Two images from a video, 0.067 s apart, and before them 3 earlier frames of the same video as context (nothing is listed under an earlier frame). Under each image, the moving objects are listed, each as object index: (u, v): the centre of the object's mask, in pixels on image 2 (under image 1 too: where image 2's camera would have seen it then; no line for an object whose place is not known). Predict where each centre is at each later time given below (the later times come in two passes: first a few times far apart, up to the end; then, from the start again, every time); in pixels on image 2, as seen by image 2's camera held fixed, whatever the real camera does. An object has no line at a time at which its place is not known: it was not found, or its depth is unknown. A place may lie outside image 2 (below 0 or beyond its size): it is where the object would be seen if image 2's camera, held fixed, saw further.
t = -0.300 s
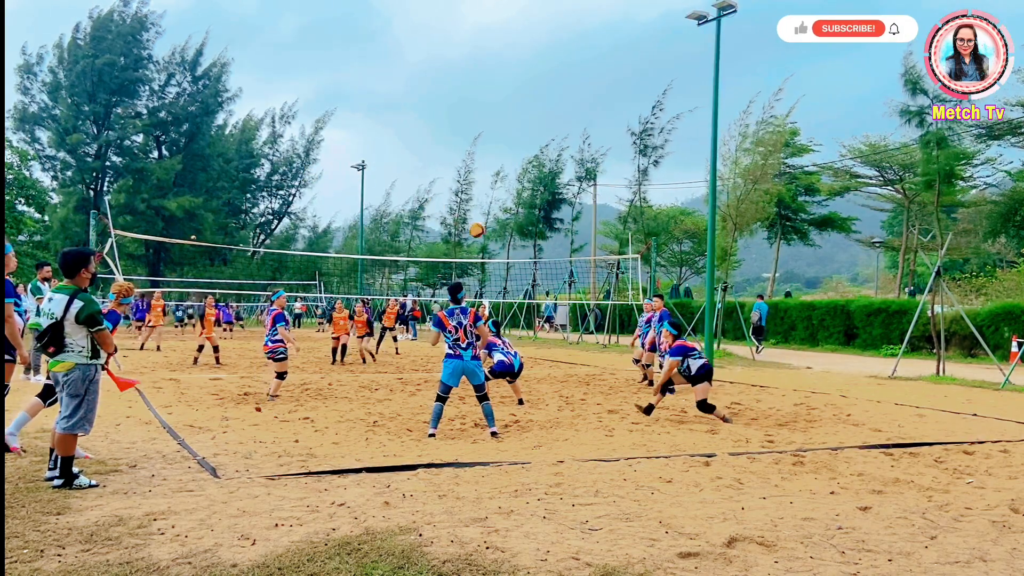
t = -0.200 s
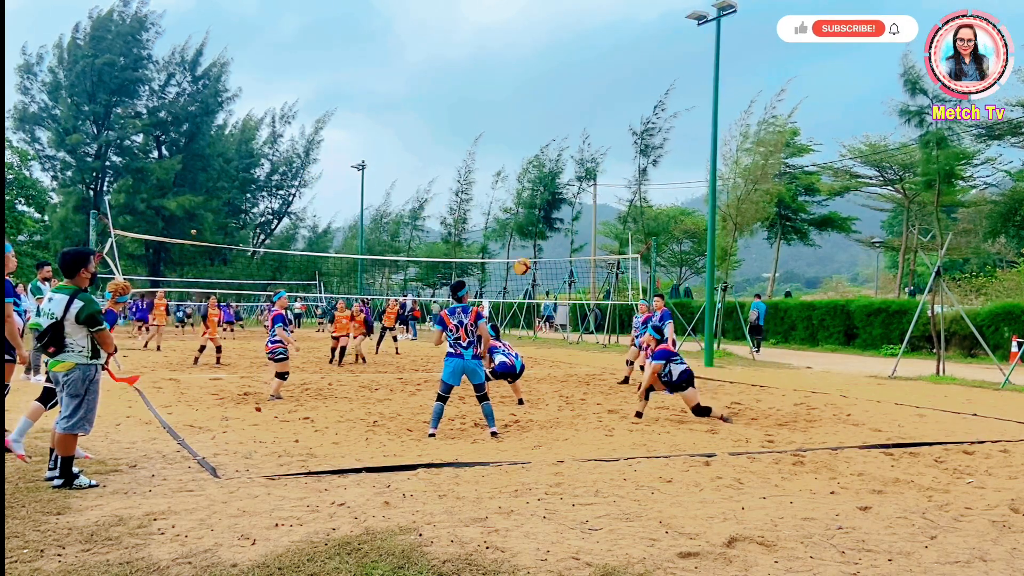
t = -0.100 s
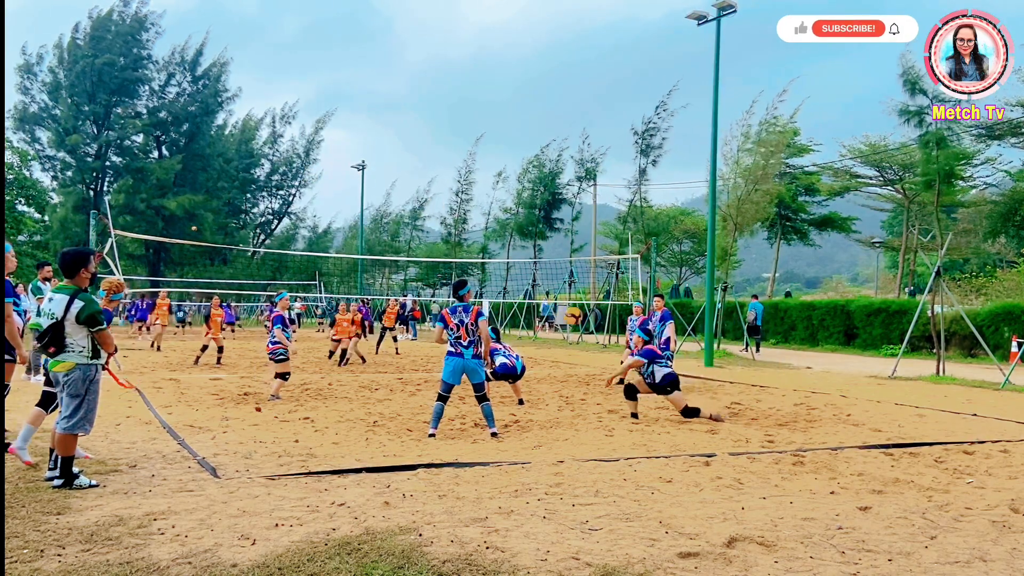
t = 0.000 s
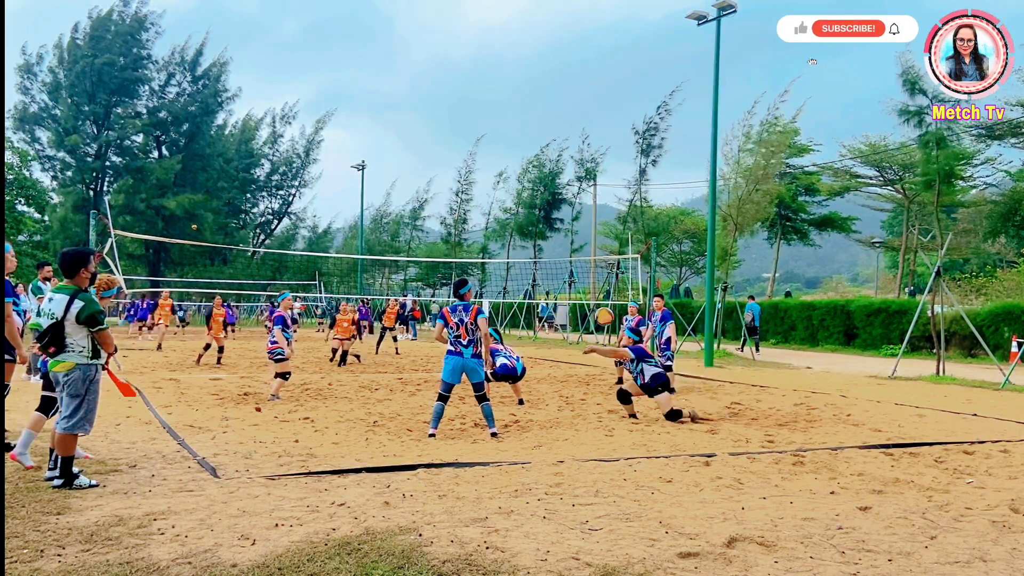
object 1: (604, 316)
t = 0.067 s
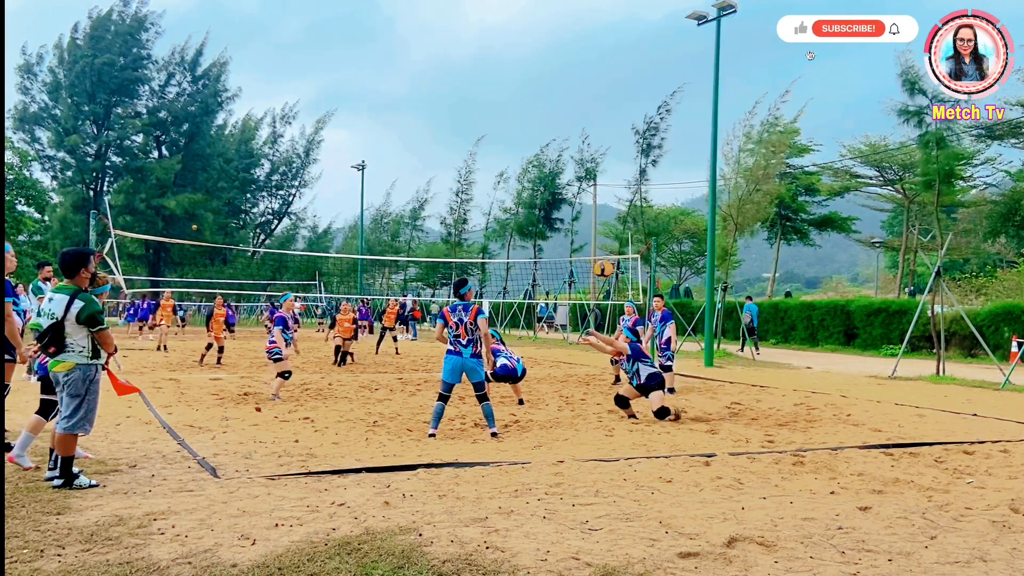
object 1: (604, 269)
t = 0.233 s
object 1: (604, 168)
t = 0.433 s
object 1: (607, 77)
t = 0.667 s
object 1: (613, 14)
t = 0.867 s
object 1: (618, 3)
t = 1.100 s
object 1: (624, 22)
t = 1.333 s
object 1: (629, 97)
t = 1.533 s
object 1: (632, 198)
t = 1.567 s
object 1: (632, 217)
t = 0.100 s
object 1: (603, 247)
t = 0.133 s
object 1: (603, 226)
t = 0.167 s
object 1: (603, 206)
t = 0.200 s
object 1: (603, 187)
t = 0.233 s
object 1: (604, 168)
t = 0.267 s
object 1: (604, 151)
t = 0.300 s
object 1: (605, 134)
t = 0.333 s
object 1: (605, 119)
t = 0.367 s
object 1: (606, 104)
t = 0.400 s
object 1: (607, 90)
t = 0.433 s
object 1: (607, 77)
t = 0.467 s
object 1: (608, 65)
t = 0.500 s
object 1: (609, 54)
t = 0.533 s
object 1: (610, 45)
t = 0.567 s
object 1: (611, 35)
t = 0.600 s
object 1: (612, 27)
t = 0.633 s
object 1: (612, 20)
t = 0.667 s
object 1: (613, 14)
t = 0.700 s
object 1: (614, 9)
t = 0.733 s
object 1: (615, 7)
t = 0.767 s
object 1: (616, 5)
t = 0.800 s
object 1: (617, 4)
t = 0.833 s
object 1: (617, 3)
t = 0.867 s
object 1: (618, 3)
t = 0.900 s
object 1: (619, 3)
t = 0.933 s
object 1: (620, 4)
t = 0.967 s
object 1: (621, 5)
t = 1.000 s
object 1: (622, 7)
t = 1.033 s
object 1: (623, 10)
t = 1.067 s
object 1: (624, 16)
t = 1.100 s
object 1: (624, 22)
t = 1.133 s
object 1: (625, 30)
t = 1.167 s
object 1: (626, 39)
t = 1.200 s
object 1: (627, 48)
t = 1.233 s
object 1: (627, 59)
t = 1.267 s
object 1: (628, 70)
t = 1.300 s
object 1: (629, 83)
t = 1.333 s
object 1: (629, 97)
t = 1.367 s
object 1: (630, 110)
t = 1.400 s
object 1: (630, 126)
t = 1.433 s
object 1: (631, 142)
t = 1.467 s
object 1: (631, 160)
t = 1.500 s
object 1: (631, 179)
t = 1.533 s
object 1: (632, 198)
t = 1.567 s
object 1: (632, 217)
